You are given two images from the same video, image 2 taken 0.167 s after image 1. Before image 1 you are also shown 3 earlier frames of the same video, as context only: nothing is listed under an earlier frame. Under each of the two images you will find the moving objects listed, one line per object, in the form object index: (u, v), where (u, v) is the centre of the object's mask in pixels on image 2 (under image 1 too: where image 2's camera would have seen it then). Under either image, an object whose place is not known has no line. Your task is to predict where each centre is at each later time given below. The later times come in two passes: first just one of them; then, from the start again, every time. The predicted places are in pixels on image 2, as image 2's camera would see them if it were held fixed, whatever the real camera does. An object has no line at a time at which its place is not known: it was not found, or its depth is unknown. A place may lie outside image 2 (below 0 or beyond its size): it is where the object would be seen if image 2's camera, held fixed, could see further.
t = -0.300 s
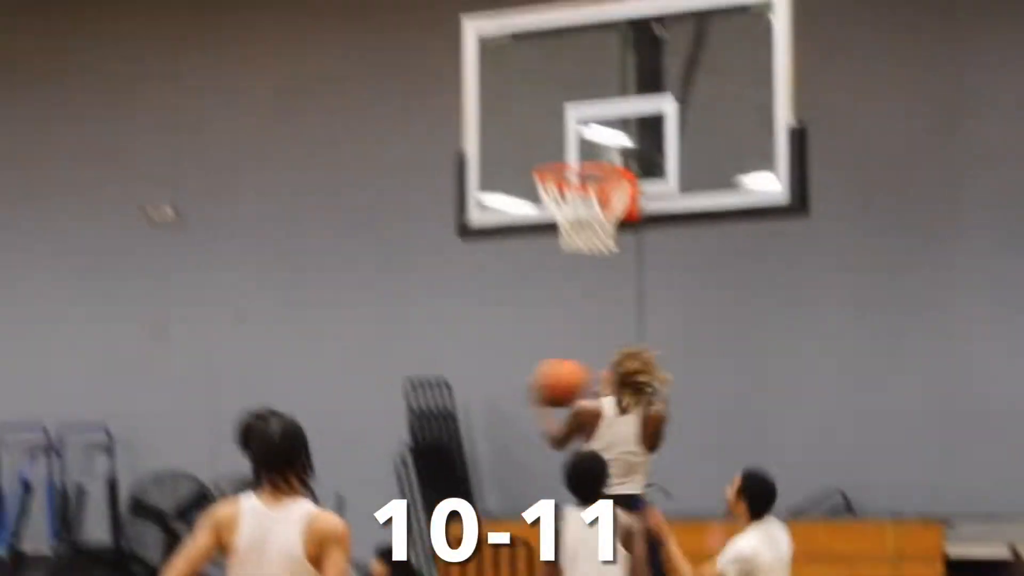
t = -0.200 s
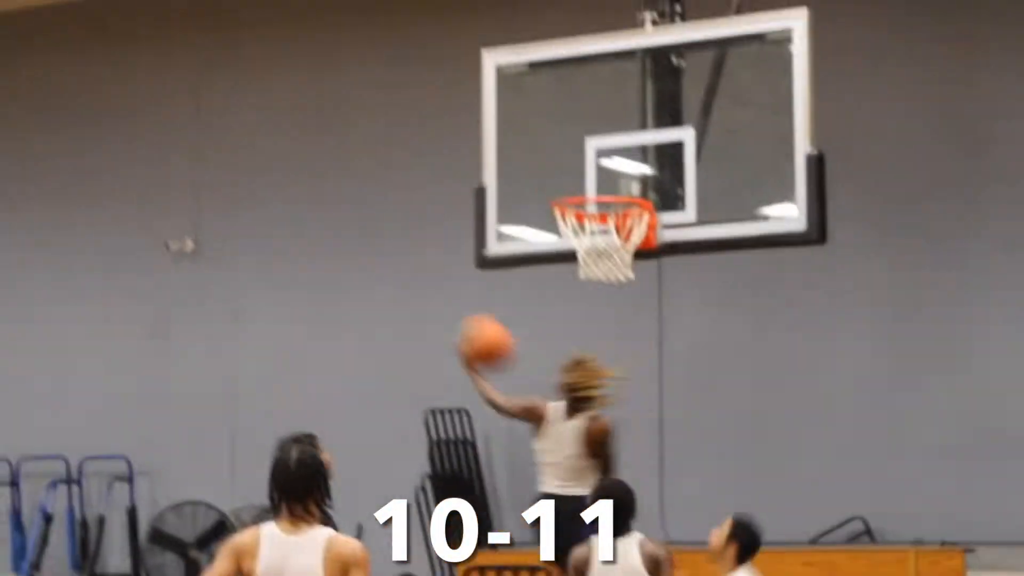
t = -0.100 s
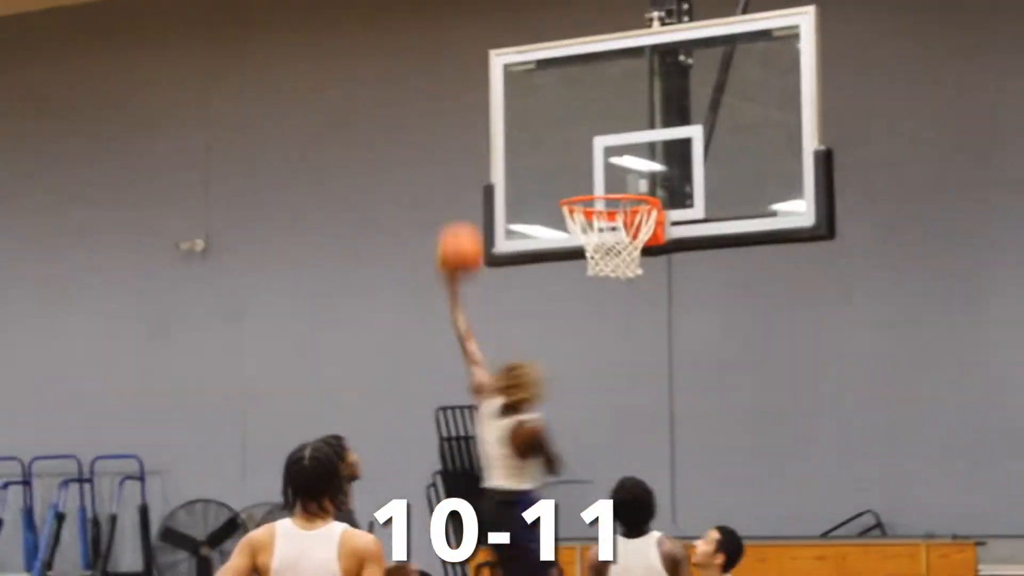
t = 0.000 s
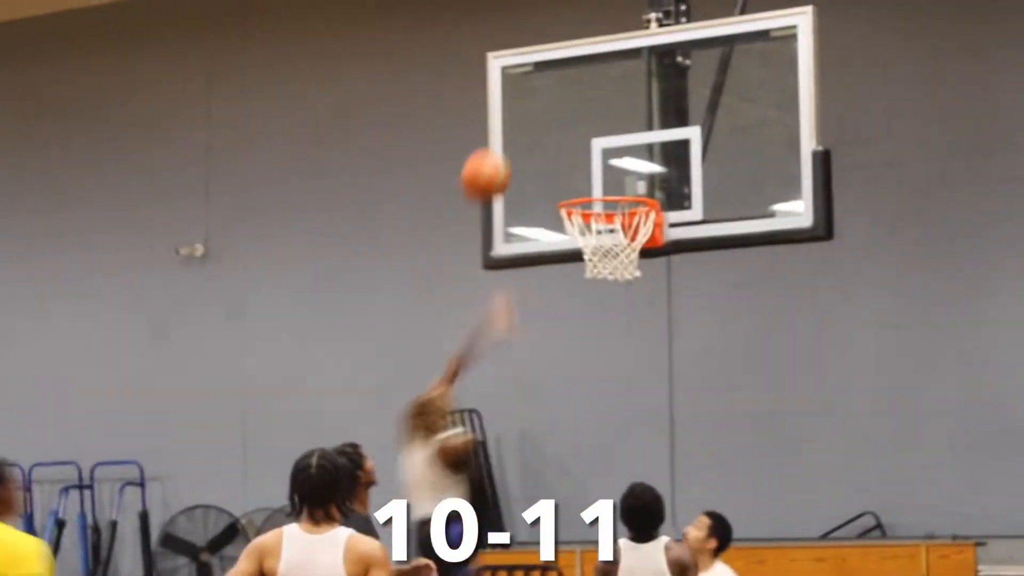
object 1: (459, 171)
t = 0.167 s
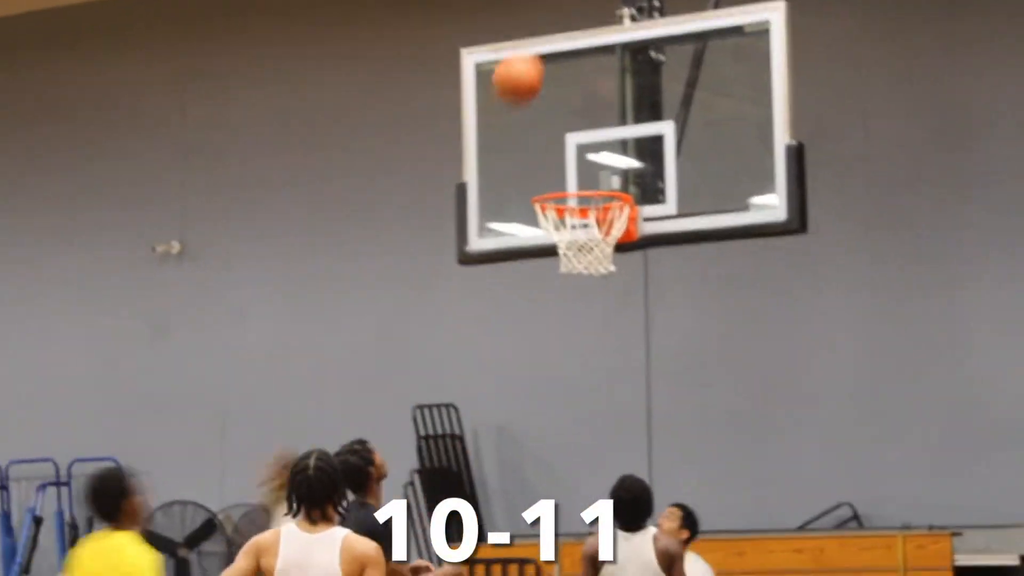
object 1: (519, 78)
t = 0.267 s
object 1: (554, 43)
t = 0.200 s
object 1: (530, 64)
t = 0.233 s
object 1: (541, 53)
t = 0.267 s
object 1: (554, 43)
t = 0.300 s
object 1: (566, 36)
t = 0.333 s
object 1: (579, 32)
